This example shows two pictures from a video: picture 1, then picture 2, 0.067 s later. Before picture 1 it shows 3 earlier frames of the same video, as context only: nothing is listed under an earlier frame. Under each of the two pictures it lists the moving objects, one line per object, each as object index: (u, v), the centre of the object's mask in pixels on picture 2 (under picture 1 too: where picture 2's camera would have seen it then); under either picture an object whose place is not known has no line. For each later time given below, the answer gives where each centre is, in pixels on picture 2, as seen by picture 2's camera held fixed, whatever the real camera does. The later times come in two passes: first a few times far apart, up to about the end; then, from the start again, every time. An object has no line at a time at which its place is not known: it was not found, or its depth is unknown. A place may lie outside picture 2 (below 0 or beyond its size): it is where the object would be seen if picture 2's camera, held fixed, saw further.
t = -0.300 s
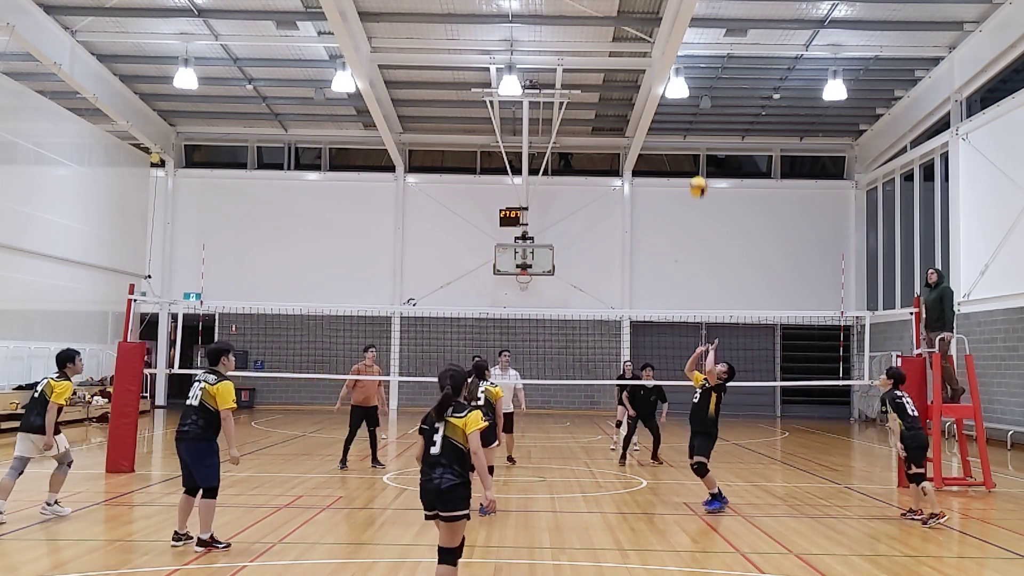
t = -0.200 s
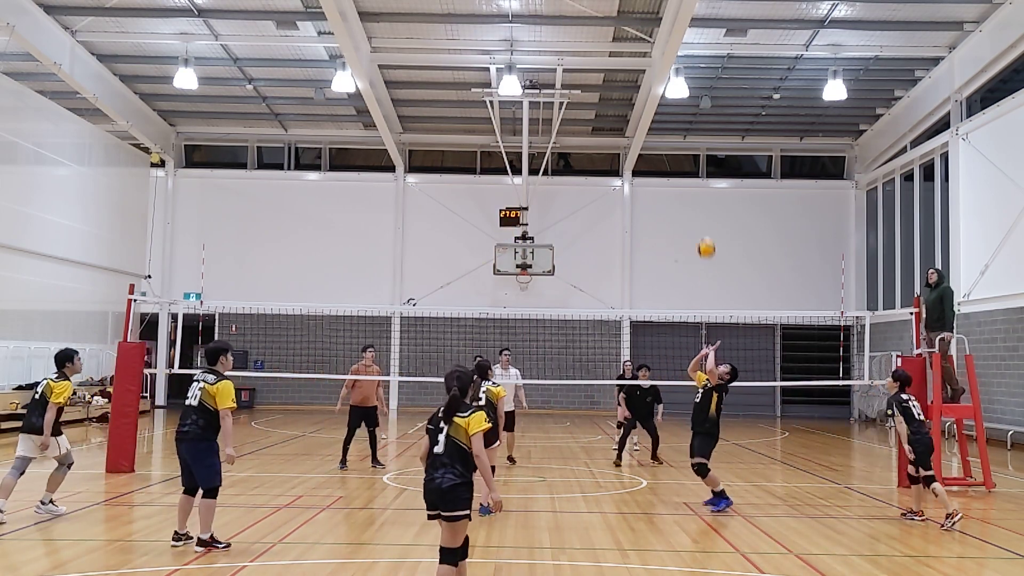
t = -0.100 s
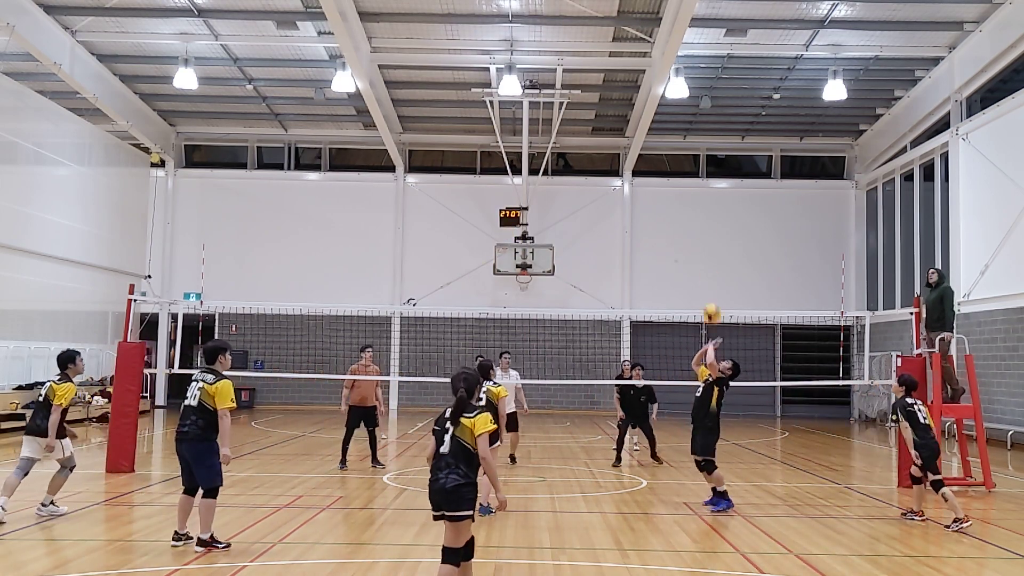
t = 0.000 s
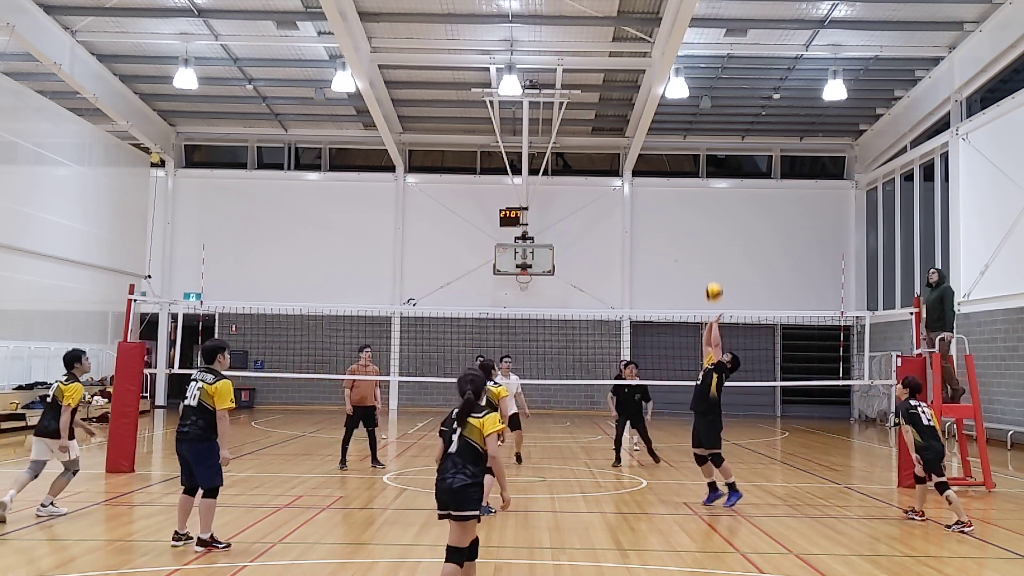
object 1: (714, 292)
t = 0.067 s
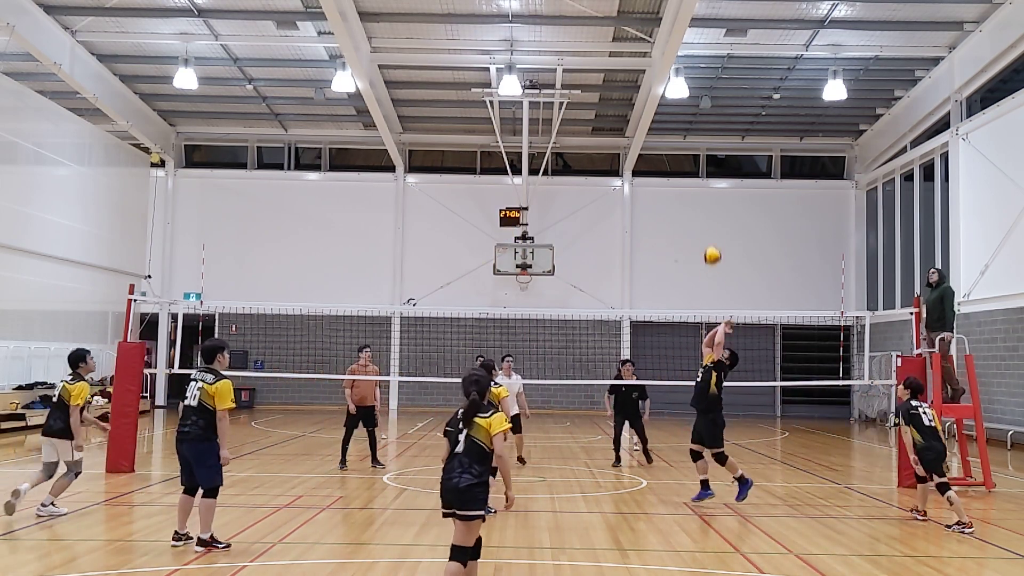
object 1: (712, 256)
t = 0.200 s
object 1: (709, 196)
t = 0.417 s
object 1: (704, 129)
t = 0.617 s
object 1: (700, 103)
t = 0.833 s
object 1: (694, 112)
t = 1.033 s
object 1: (688, 156)
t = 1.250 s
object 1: (681, 242)
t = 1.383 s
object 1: (677, 315)
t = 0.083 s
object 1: (711, 247)
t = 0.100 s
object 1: (711, 239)
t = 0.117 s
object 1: (711, 232)
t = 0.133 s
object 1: (710, 224)
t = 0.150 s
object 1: (710, 217)
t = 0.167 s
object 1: (710, 209)
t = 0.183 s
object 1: (709, 202)
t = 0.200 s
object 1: (709, 196)
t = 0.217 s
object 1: (708, 190)
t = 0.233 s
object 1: (708, 182)
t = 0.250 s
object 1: (708, 176)
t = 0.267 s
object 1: (707, 170)
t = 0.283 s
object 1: (707, 166)
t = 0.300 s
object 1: (706, 160)
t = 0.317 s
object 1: (706, 155)
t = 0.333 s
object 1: (706, 150)
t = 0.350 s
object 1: (706, 145)
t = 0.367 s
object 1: (705, 141)
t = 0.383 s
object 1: (705, 137)
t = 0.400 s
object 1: (705, 133)
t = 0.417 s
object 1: (704, 129)
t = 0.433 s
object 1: (704, 126)
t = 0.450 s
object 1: (704, 123)
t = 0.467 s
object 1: (703, 120)
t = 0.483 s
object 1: (703, 117)
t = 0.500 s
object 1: (702, 114)
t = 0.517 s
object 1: (702, 112)
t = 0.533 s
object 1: (701, 110)
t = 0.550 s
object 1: (701, 109)
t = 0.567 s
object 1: (701, 107)
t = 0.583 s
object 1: (700, 105)
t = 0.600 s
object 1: (700, 104)
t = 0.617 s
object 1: (700, 103)
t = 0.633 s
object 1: (699, 103)
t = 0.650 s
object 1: (699, 102)
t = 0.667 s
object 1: (699, 102)
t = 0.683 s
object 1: (698, 102)
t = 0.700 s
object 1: (698, 102)
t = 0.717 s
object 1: (697, 103)
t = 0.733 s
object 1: (697, 103)
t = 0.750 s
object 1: (696, 104)
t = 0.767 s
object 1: (696, 105)
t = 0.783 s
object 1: (695, 107)
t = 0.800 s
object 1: (695, 108)
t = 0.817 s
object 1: (694, 110)
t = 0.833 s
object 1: (694, 112)
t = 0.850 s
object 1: (693, 115)
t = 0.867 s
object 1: (693, 117)
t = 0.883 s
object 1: (693, 120)
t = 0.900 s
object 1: (692, 123)
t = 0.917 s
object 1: (692, 126)
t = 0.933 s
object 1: (691, 130)
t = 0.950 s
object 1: (691, 133)
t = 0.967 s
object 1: (690, 137)
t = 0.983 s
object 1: (690, 141)
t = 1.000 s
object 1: (689, 146)
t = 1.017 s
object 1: (689, 151)
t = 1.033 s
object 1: (688, 156)
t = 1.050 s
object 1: (688, 161)
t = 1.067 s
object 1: (687, 166)
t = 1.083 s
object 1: (687, 171)
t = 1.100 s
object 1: (686, 177)
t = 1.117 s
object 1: (686, 183)
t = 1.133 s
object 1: (685, 190)
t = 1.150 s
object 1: (684, 197)
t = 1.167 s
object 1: (684, 204)
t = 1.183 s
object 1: (683, 212)
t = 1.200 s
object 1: (683, 219)
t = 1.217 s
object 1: (683, 226)
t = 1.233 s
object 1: (682, 234)
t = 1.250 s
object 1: (681, 242)
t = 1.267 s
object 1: (681, 250)
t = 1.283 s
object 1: (680, 259)
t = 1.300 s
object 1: (680, 267)
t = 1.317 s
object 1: (679, 276)
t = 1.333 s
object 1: (679, 285)
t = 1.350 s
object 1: (678, 295)
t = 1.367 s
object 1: (678, 304)
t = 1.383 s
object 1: (677, 315)
